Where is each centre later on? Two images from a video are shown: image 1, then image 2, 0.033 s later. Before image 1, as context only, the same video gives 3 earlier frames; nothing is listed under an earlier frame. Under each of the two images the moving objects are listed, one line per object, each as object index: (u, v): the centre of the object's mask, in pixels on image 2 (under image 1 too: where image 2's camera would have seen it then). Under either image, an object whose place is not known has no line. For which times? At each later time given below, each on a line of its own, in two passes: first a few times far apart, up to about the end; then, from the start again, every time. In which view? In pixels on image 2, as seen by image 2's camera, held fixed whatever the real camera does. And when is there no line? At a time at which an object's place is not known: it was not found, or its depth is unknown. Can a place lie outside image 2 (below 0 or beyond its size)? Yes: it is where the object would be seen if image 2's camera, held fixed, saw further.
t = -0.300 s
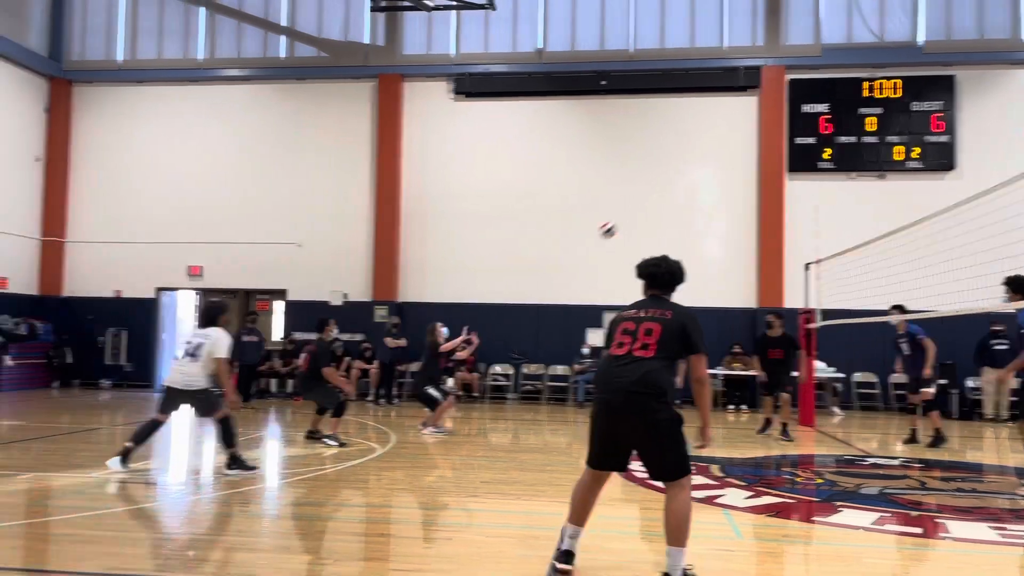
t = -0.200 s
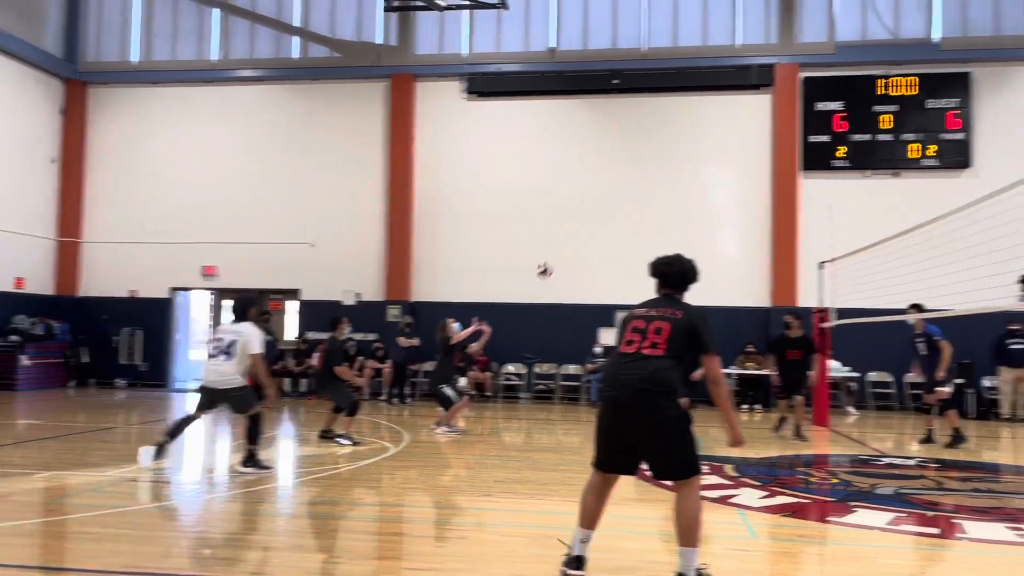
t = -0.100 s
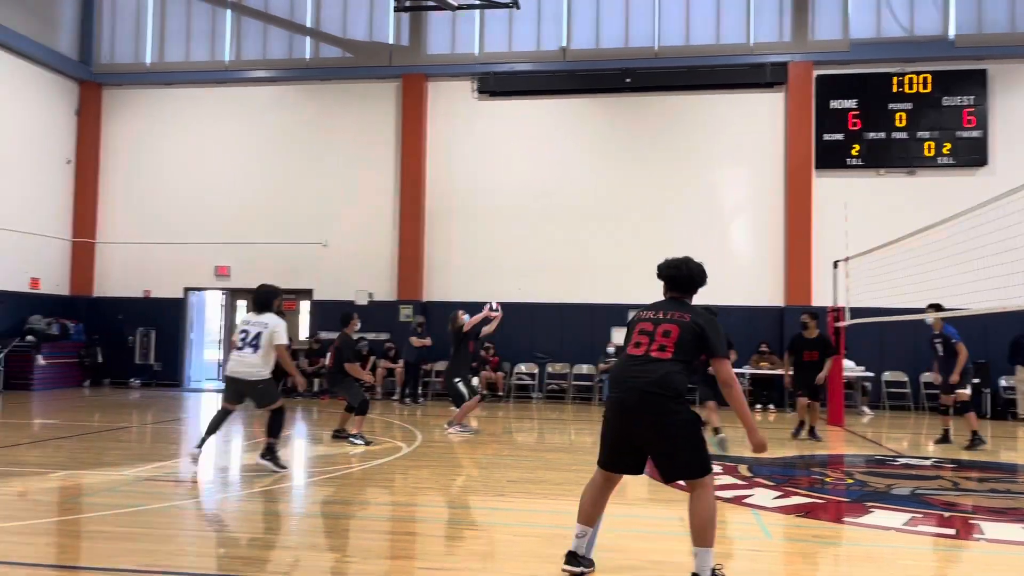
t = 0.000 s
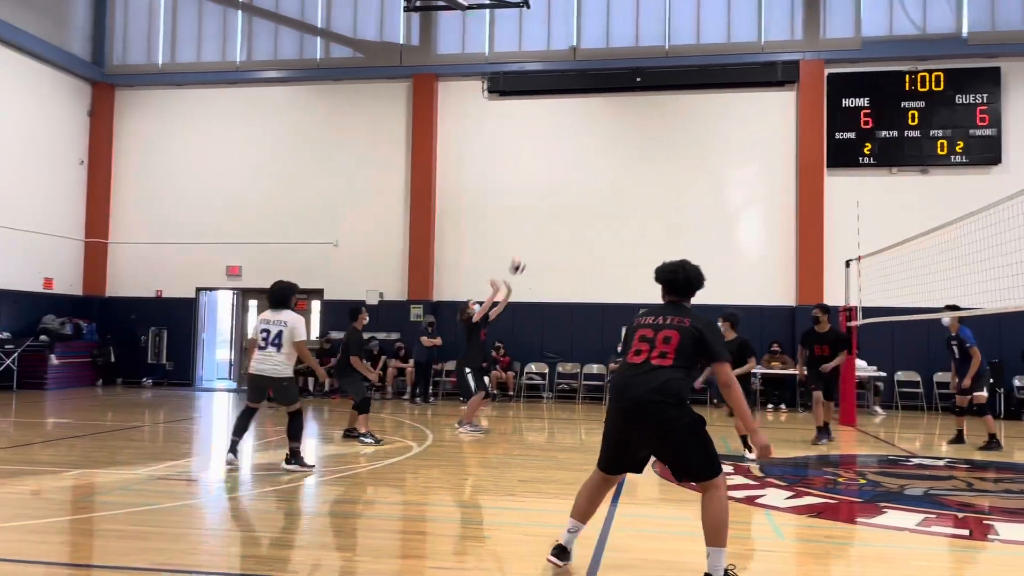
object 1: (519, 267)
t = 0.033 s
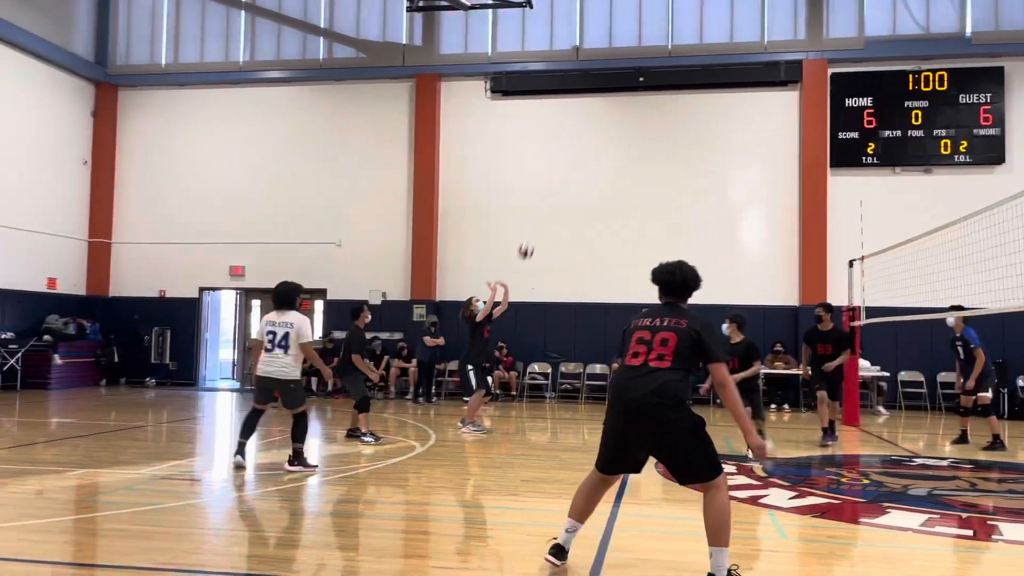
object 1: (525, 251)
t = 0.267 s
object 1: (568, 165)
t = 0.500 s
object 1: (611, 116)
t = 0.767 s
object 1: (666, 118)
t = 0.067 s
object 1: (531, 237)
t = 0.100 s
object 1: (537, 223)
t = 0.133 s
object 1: (543, 210)
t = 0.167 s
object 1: (549, 197)
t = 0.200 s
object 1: (555, 187)
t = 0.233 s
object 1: (562, 175)
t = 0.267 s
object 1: (568, 165)
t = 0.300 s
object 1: (574, 156)
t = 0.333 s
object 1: (580, 147)
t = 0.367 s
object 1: (586, 140)
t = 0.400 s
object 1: (593, 132)
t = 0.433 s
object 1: (599, 126)
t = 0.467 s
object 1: (605, 121)
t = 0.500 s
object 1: (611, 116)
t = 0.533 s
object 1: (618, 113)
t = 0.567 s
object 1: (624, 110)
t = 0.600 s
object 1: (631, 109)
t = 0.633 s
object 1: (637, 109)
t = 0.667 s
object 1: (644, 109)
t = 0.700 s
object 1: (651, 111)
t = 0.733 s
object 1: (658, 115)
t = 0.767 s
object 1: (666, 118)
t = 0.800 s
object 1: (672, 124)
